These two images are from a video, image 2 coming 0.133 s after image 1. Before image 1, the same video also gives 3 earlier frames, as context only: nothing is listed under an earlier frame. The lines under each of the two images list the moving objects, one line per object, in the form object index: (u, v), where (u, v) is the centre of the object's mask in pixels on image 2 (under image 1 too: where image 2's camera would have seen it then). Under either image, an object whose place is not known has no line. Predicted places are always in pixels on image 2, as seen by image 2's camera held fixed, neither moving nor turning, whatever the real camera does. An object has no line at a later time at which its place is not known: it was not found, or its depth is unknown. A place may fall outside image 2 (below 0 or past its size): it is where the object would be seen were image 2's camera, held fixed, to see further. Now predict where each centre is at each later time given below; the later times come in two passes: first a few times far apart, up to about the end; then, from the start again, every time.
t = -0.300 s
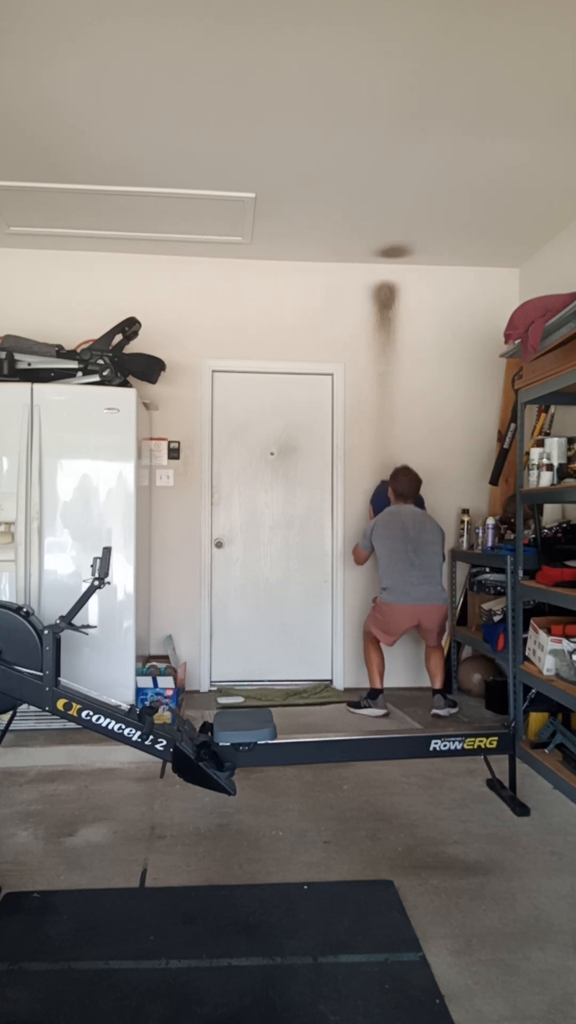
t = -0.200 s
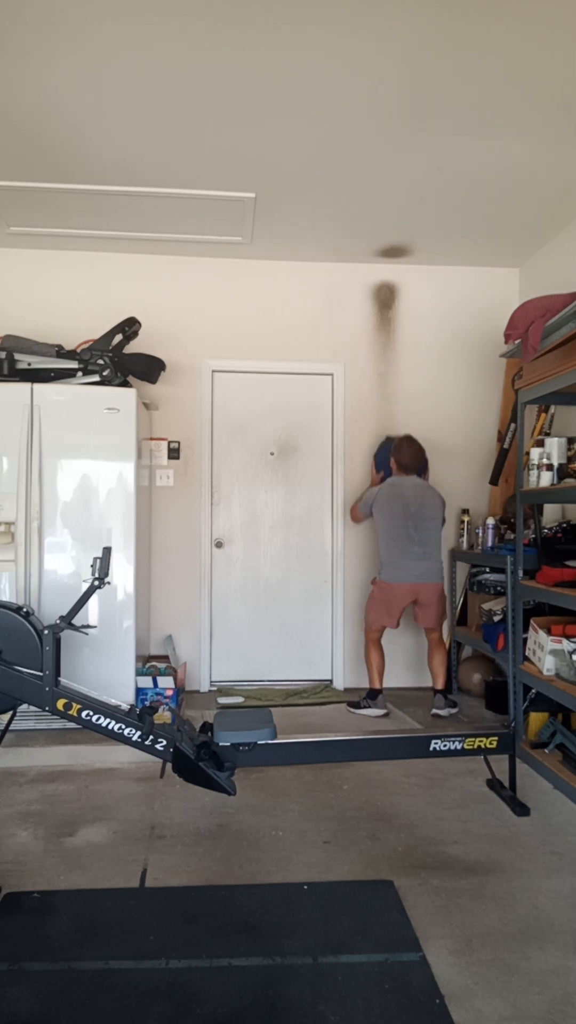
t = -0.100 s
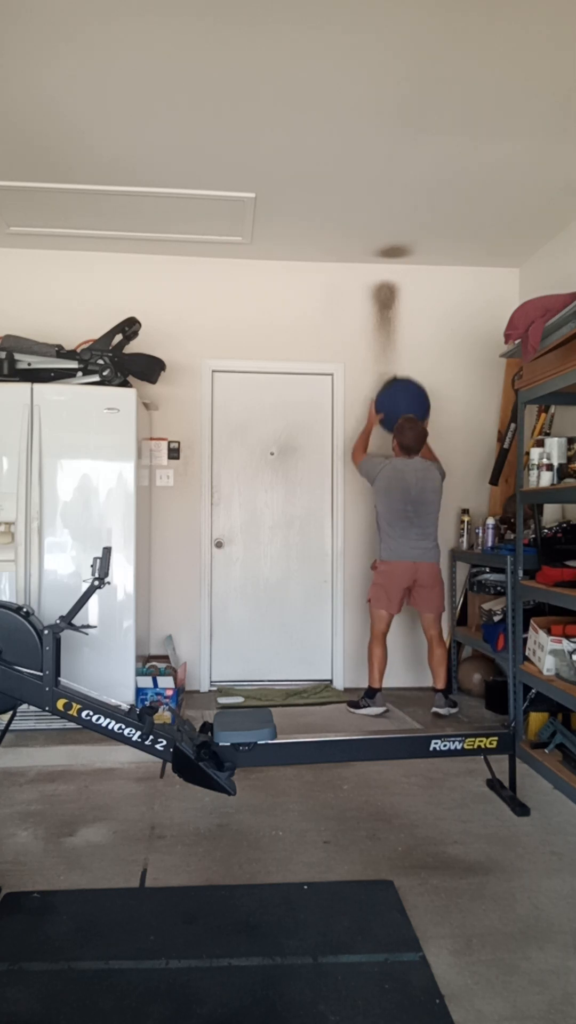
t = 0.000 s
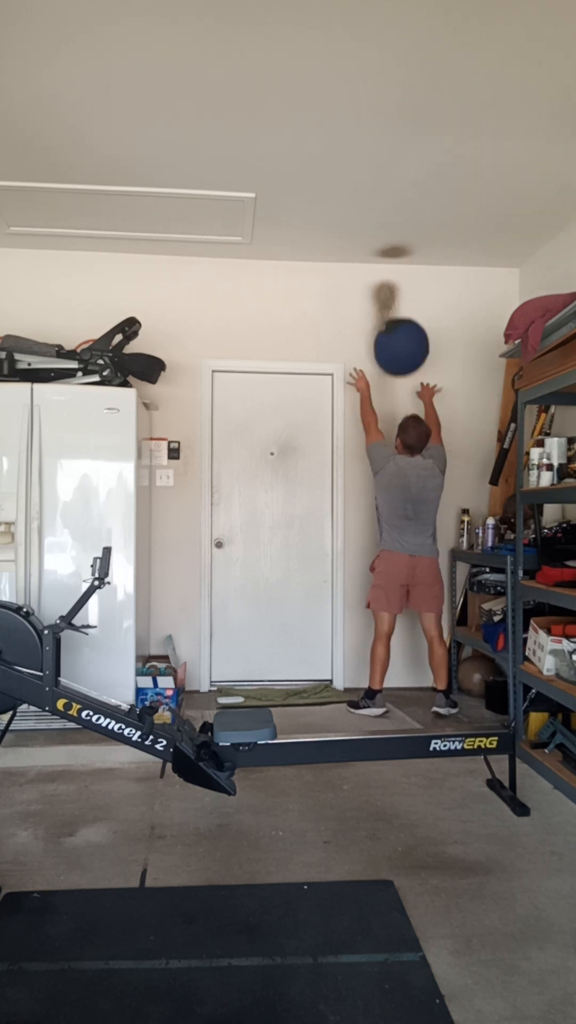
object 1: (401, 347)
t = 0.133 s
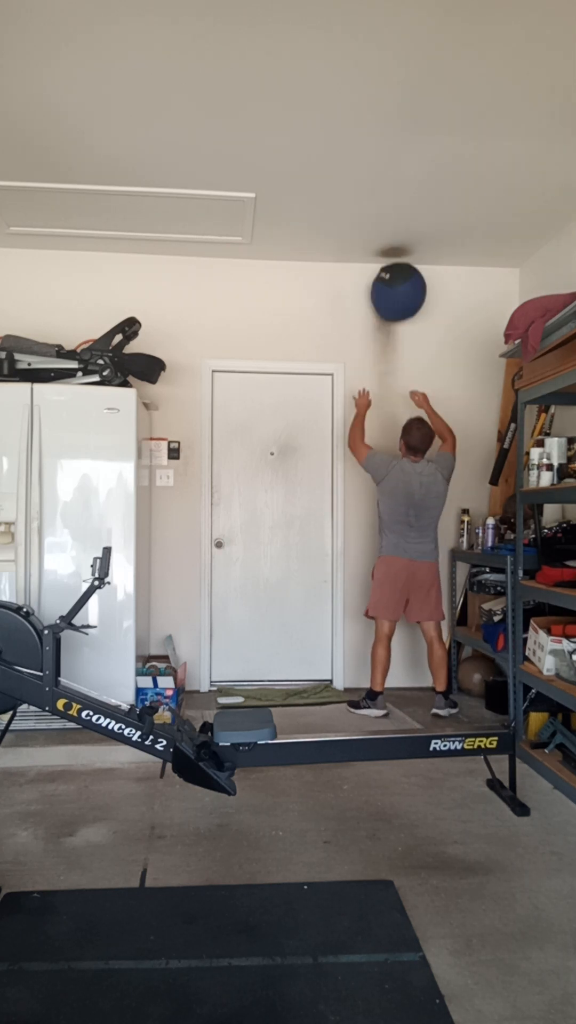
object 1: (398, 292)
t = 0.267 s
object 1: (395, 281)
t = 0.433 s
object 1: (391, 330)
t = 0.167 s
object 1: (397, 282)
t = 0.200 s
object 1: (397, 276)
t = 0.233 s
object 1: (396, 276)
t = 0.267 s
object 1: (395, 281)
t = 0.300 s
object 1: (394, 289)
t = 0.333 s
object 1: (393, 297)
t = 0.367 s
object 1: (392, 307)
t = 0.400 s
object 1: (391, 318)
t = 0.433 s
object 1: (391, 330)
